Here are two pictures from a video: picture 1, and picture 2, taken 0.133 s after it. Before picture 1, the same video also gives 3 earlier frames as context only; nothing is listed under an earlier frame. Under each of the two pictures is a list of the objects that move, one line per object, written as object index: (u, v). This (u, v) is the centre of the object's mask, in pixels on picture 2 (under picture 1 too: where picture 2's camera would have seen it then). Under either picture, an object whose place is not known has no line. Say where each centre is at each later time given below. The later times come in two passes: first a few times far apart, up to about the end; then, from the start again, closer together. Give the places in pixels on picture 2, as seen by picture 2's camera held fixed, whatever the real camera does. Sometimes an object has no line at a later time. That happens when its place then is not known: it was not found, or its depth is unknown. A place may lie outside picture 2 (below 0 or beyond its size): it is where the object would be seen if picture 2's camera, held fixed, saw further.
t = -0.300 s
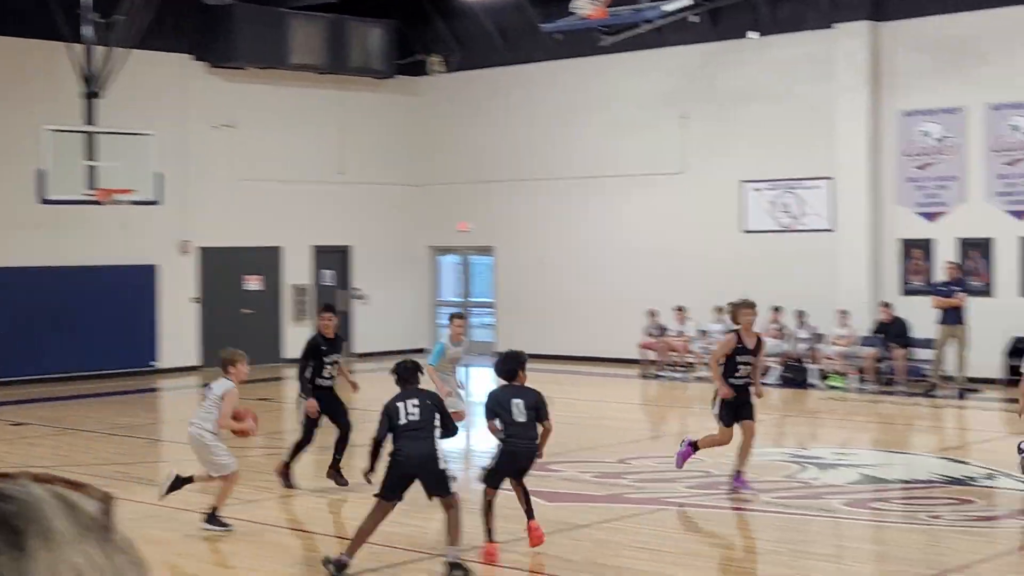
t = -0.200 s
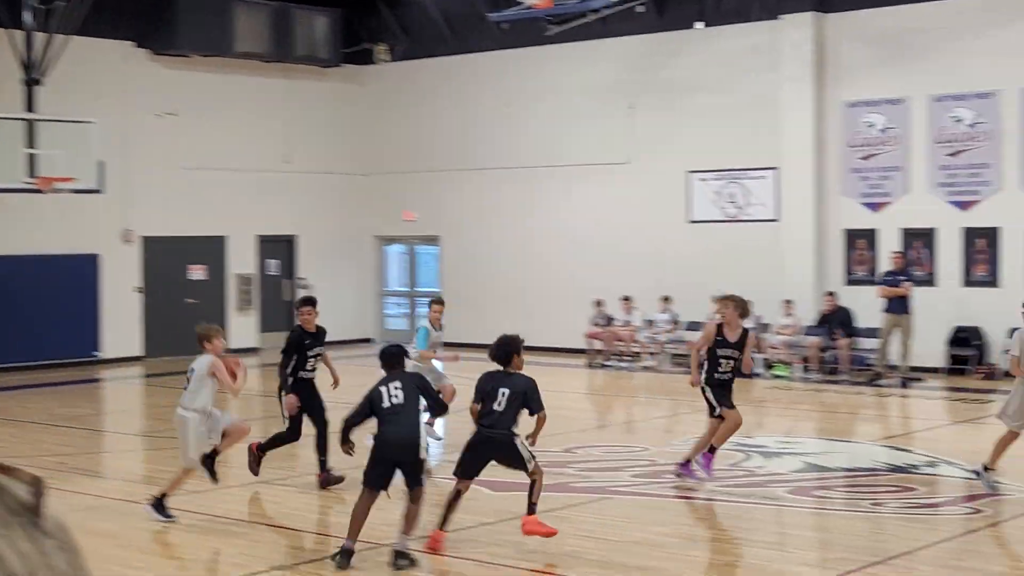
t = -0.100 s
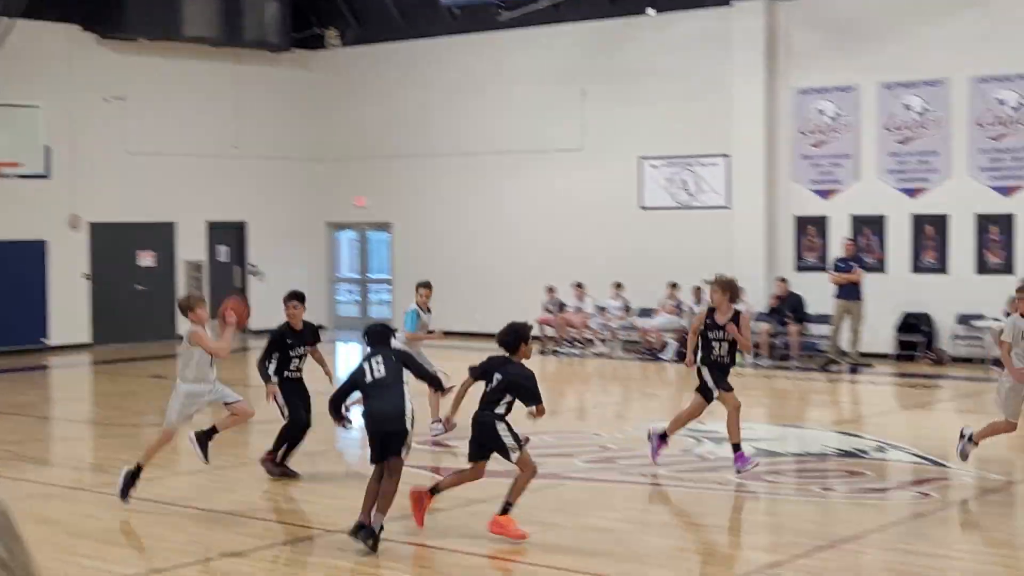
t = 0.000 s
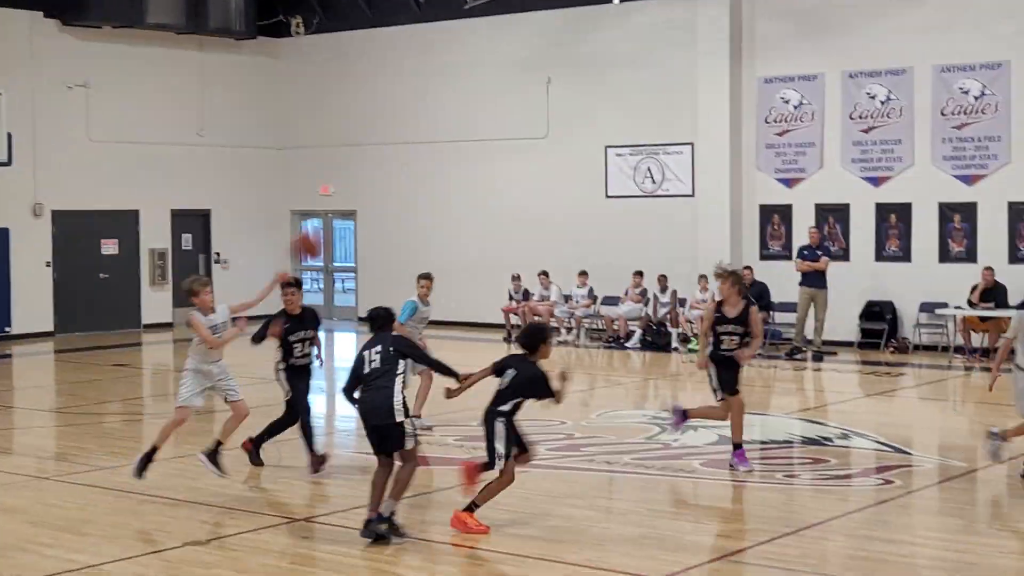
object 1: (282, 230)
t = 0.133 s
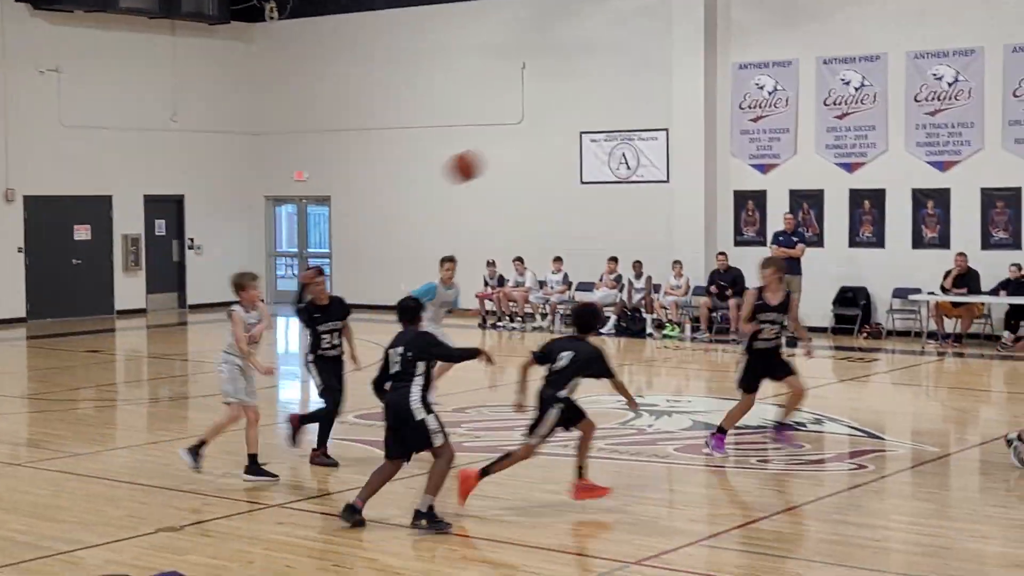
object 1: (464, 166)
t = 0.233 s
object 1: (607, 128)
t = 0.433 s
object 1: (908, 91)
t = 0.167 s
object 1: (512, 153)
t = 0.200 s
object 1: (559, 141)
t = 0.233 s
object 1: (607, 128)
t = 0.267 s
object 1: (655, 118)
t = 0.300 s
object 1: (707, 111)
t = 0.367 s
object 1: (803, 99)
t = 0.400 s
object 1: (856, 94)
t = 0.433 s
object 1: (908, 91)
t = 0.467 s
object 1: (962, 89)
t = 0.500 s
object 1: (1016, 89)
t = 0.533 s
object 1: (1071, 89)
